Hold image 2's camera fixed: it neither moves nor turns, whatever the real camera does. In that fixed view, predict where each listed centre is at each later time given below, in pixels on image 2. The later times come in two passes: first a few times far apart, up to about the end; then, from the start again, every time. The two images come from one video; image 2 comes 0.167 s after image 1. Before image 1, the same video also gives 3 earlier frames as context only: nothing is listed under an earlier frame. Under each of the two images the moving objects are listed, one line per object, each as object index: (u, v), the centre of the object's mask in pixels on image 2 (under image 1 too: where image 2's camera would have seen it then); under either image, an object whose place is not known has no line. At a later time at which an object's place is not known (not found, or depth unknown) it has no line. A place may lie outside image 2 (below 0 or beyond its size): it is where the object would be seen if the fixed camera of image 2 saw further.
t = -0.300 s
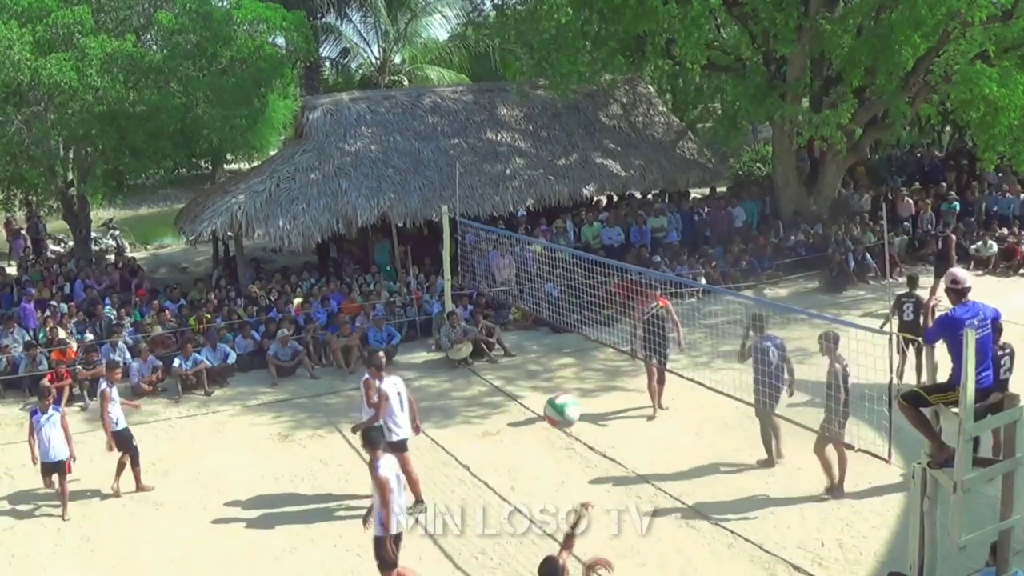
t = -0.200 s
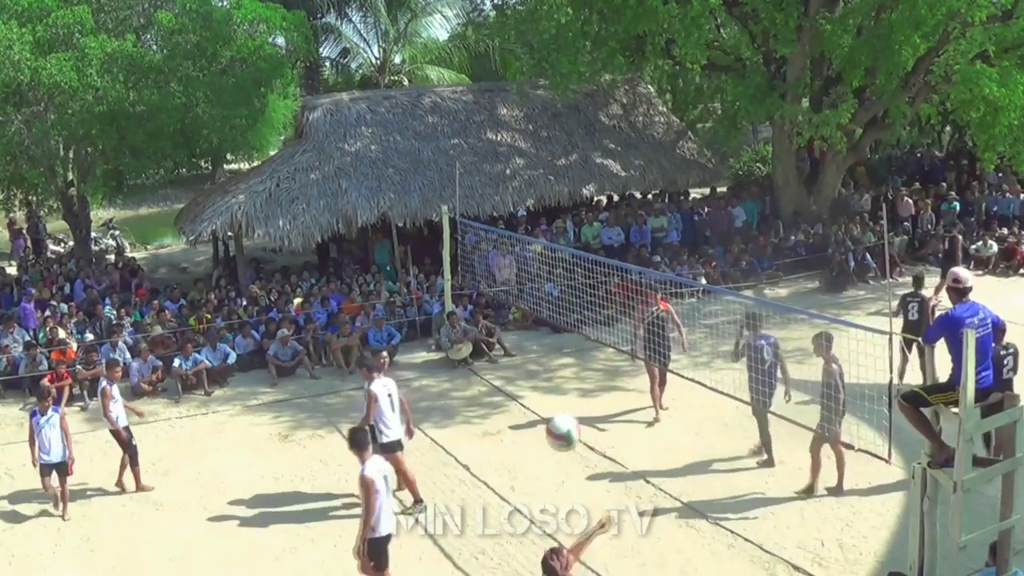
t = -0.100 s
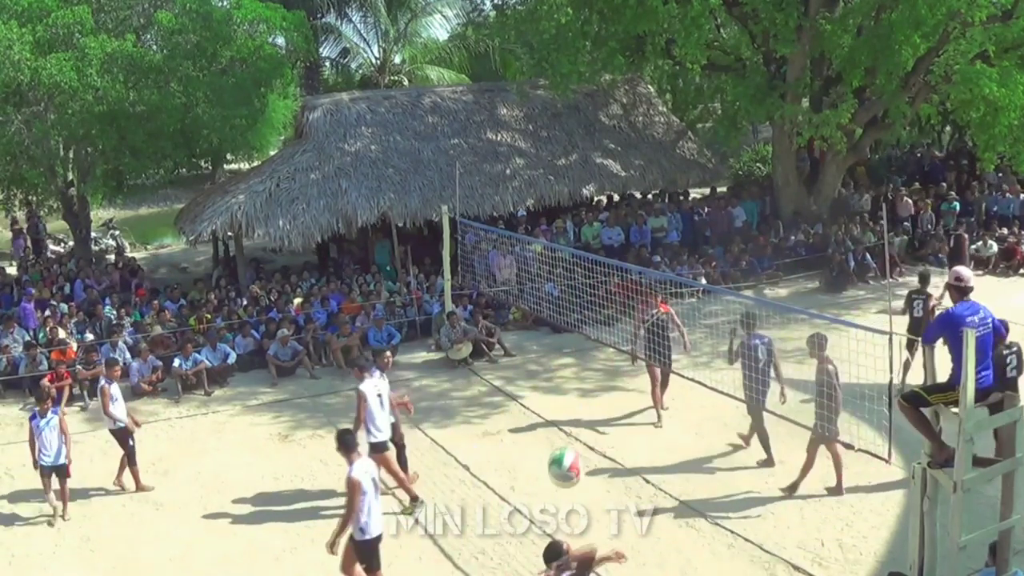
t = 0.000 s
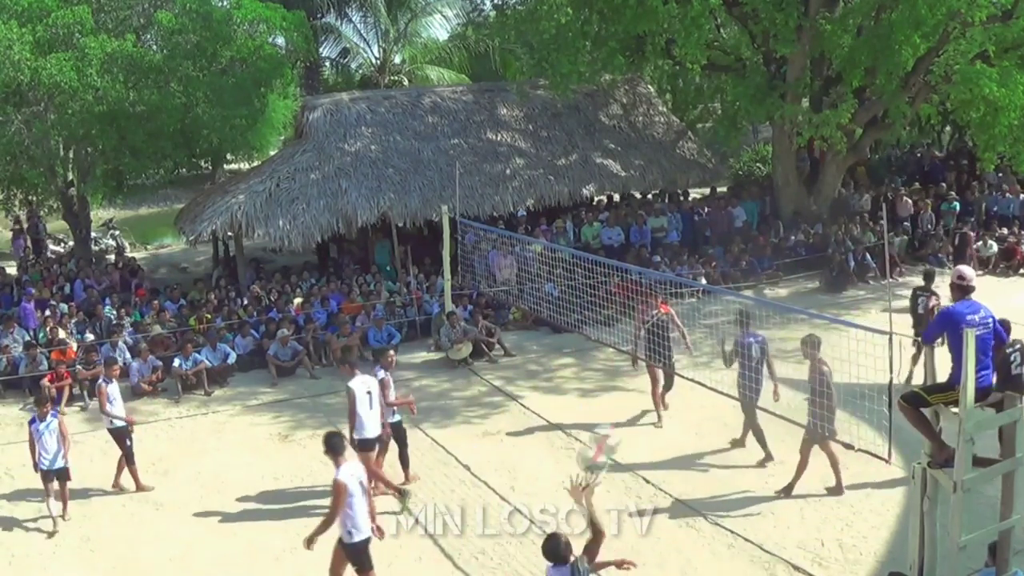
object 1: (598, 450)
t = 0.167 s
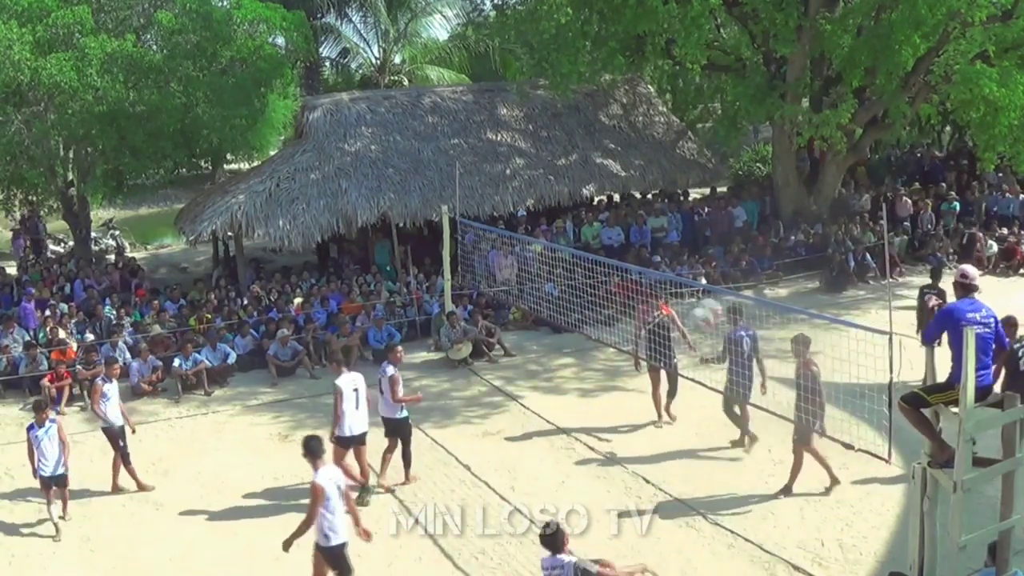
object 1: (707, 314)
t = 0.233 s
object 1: (738, 281)
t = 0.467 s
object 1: (815, 236)
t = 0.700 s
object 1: (866, 243)
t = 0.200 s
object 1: (721, 299)
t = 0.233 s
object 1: (738, 281)
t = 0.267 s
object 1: (749, 272)
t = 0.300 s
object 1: (763, 263)
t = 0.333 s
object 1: (774, 254)
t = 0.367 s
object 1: (785, 247)
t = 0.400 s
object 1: (795, 242)
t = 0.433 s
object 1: (805, 238)
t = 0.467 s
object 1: (815, 236)
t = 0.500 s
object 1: (822, 234)
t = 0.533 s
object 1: (830, 233)
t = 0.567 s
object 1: (838, 234)
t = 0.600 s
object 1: (846, 235)
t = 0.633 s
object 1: (853, 238)
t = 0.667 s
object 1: (859, 241)
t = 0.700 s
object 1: (866, 243)
